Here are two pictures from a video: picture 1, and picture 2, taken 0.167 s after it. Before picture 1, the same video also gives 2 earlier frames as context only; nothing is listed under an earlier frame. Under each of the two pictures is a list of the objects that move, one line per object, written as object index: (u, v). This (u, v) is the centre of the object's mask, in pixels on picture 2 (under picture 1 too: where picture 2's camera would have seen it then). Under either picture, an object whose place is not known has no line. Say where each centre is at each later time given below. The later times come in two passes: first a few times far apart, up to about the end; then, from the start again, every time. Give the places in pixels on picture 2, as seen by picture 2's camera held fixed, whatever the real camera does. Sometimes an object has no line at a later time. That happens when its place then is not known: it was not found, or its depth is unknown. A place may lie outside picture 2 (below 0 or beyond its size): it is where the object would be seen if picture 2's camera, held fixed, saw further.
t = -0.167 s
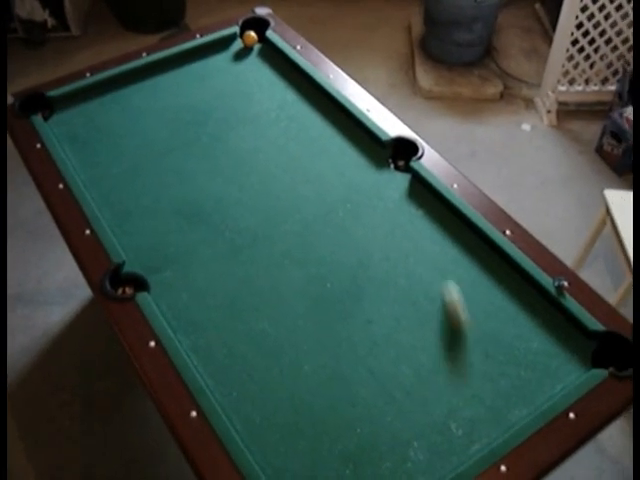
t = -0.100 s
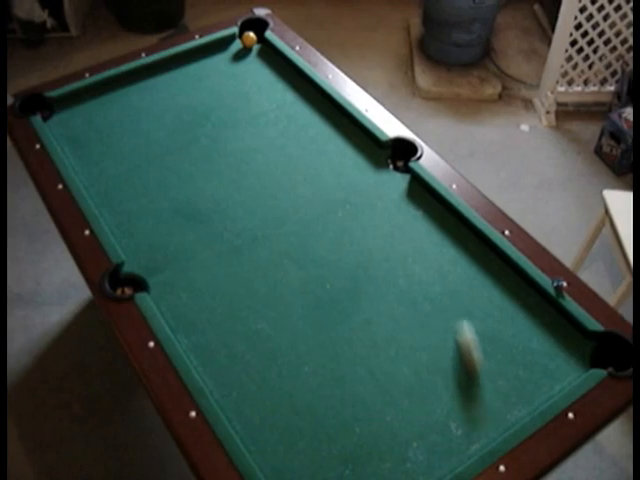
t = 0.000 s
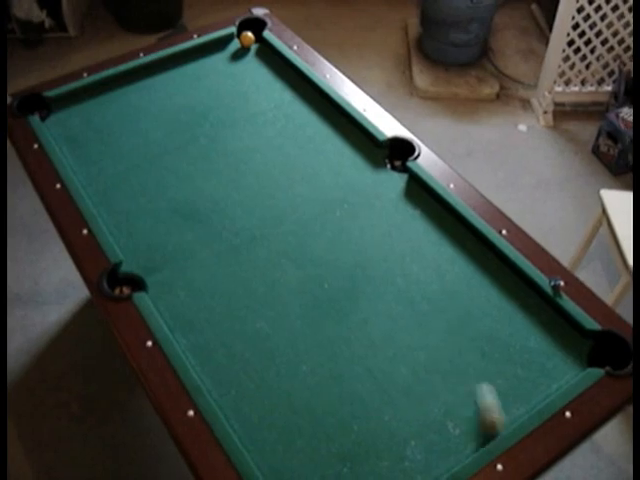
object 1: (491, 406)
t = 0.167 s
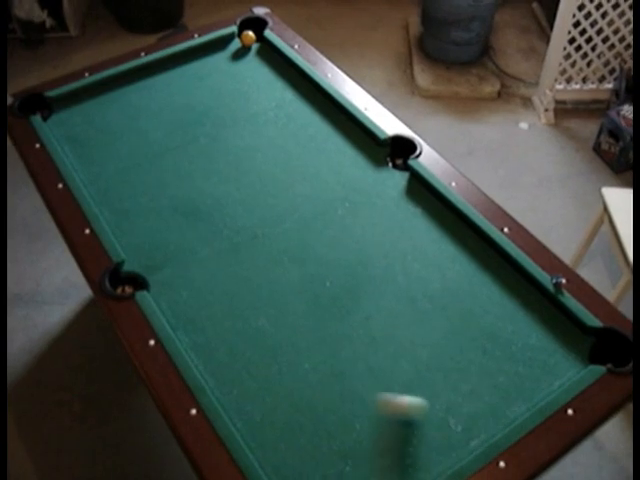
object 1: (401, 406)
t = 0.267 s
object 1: (344, 400)
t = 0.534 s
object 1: (221, 368)
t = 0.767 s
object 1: (231, 288)
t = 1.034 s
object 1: (239, 215)
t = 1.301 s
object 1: (245, 156)
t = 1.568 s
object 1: (251, 107)
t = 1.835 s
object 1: (256, 65)
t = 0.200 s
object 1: (382, 404)
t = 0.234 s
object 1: (363, 402)
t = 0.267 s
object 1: (344, 400)
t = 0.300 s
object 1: (325, 398)
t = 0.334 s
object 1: (308, 395)
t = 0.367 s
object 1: (288, 394)
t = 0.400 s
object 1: (269, 391)
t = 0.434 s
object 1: (251, 389)
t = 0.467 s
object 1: (233, 387)
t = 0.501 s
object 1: (223, 379)
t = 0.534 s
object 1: (221, 368)
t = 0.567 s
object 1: (223, 355)
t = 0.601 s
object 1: (225, 343)
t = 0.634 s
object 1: (226, 331)
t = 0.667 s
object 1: (227, 320)
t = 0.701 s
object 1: (229, 309)
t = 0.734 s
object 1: (230, 298)
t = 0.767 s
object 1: (231, 288)
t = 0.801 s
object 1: (232, 278)
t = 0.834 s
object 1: (233, 267)
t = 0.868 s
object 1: (234, 259)
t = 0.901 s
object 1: (235, 249)
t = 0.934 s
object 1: (236, 240)
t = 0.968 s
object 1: (237, 232)
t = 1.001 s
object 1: (238, 223)
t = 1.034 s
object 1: (239, 215)
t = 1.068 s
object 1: (240, 206)
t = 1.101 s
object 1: (241, 198)
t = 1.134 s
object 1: (241, 192)
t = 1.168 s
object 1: (242, 184)
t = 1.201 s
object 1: (243, 177)
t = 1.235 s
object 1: (245, 169)
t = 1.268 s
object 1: (245, 163)
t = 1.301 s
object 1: (245, 156)
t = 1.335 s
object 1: (246, 148)
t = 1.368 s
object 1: (247, 142)
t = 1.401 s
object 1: (247, 136)
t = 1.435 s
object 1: (248, 130)
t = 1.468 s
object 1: (249, 124)
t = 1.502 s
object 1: (250, 118)
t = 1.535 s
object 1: (250, 112)
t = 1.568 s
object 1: (251, 107)
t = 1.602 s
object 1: (252, 101)
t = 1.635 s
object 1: (253, 96)
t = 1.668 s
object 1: (253, 91)
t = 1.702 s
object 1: (254, 86)
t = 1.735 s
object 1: (254, 82)
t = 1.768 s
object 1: (255, 76)
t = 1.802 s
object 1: (256, 70)
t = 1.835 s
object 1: (256, 65)
